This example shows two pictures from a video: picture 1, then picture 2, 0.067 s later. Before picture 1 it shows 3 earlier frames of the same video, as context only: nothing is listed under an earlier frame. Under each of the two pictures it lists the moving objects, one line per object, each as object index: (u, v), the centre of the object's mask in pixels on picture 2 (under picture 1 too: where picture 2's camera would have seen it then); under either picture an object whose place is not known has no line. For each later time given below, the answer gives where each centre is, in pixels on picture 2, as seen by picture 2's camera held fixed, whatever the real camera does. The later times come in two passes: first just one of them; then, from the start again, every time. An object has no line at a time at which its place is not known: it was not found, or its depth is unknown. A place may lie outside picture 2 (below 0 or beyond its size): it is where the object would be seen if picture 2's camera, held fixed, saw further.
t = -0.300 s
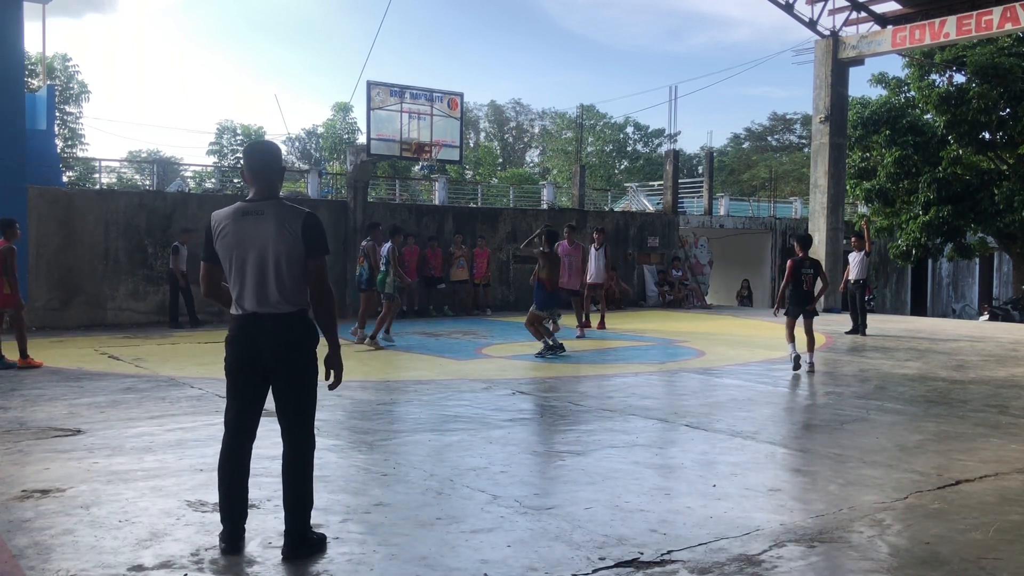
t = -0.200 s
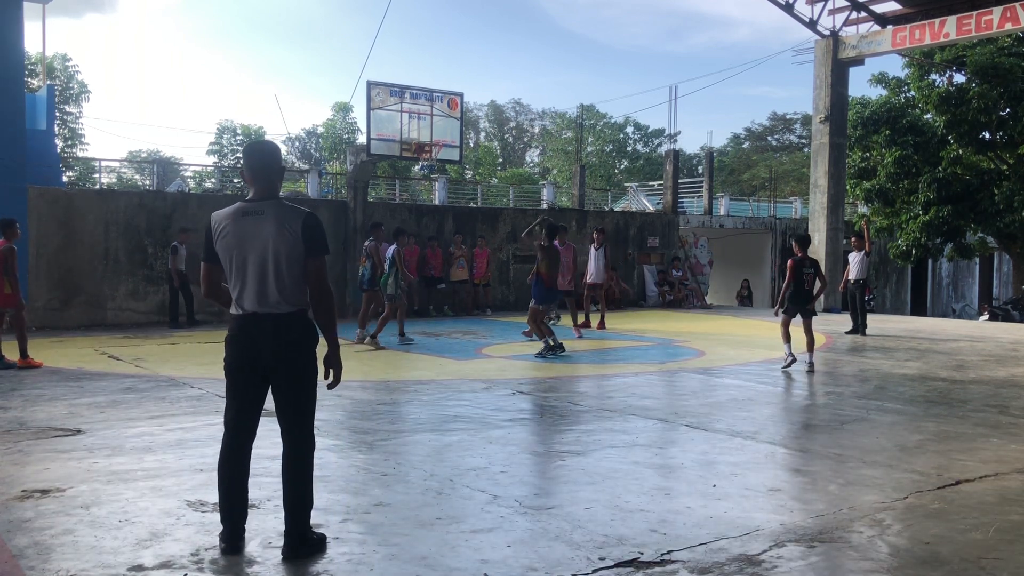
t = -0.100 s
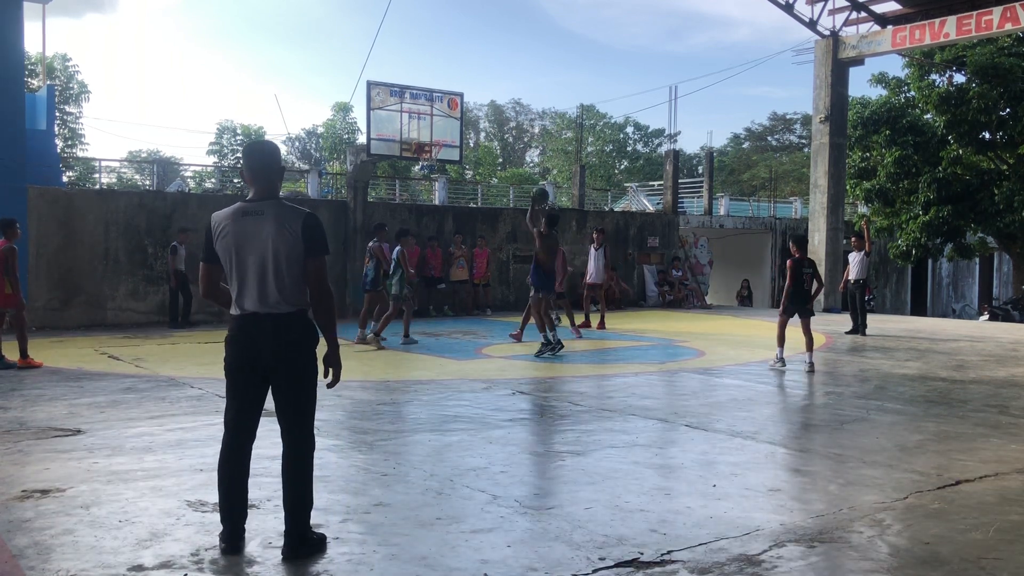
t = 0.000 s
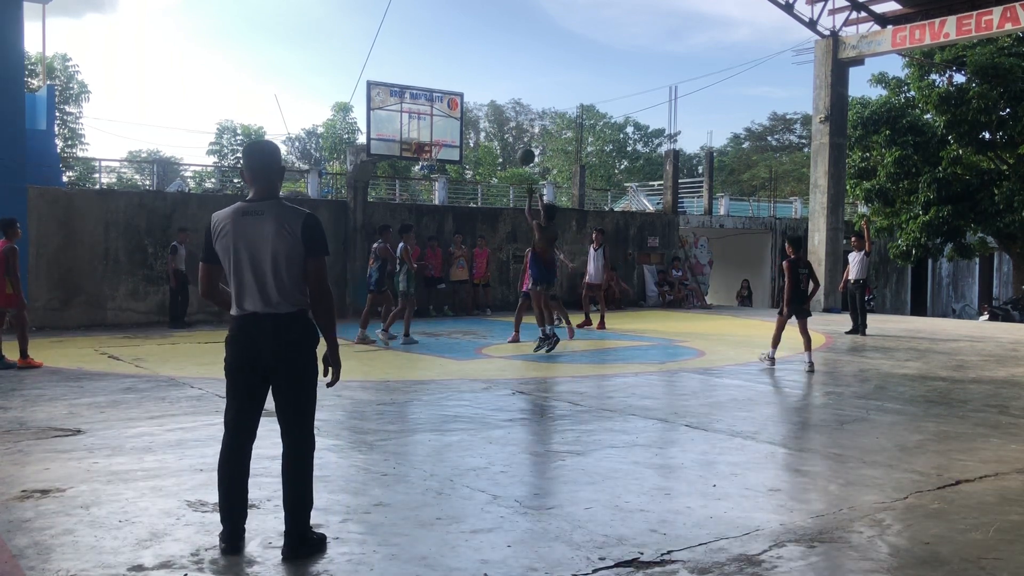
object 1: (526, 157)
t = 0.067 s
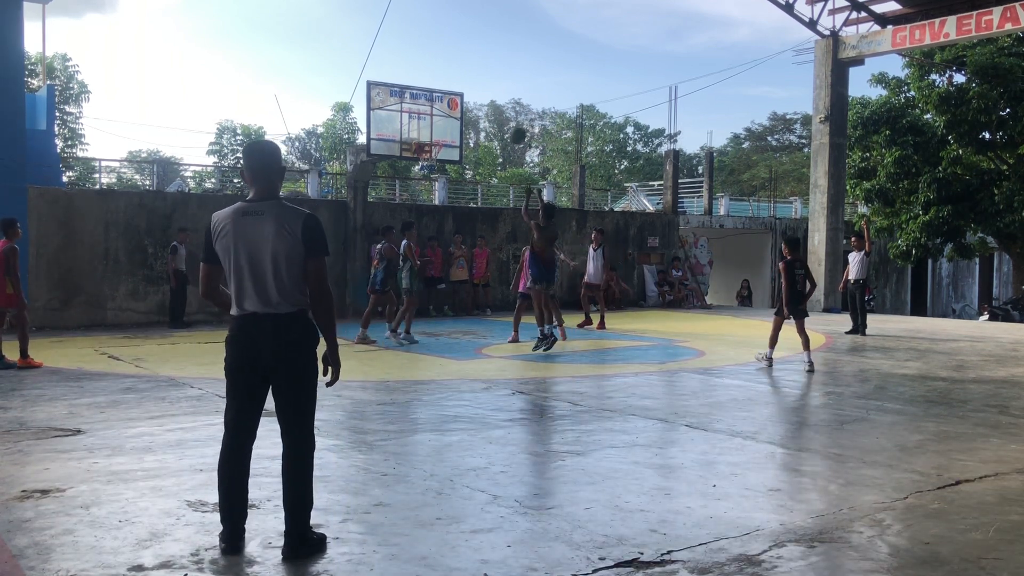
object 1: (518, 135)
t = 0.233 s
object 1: (495, 98)
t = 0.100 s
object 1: (512, 126)
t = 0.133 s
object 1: (508, 118)
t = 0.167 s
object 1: (504, 111)
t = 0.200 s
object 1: (499, 104)
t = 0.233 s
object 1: (495, 98)
